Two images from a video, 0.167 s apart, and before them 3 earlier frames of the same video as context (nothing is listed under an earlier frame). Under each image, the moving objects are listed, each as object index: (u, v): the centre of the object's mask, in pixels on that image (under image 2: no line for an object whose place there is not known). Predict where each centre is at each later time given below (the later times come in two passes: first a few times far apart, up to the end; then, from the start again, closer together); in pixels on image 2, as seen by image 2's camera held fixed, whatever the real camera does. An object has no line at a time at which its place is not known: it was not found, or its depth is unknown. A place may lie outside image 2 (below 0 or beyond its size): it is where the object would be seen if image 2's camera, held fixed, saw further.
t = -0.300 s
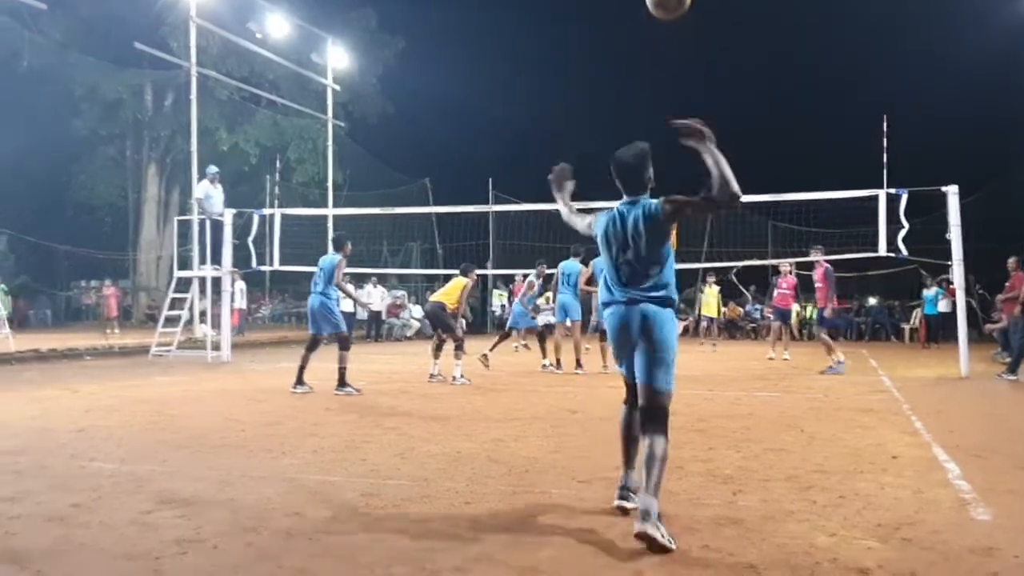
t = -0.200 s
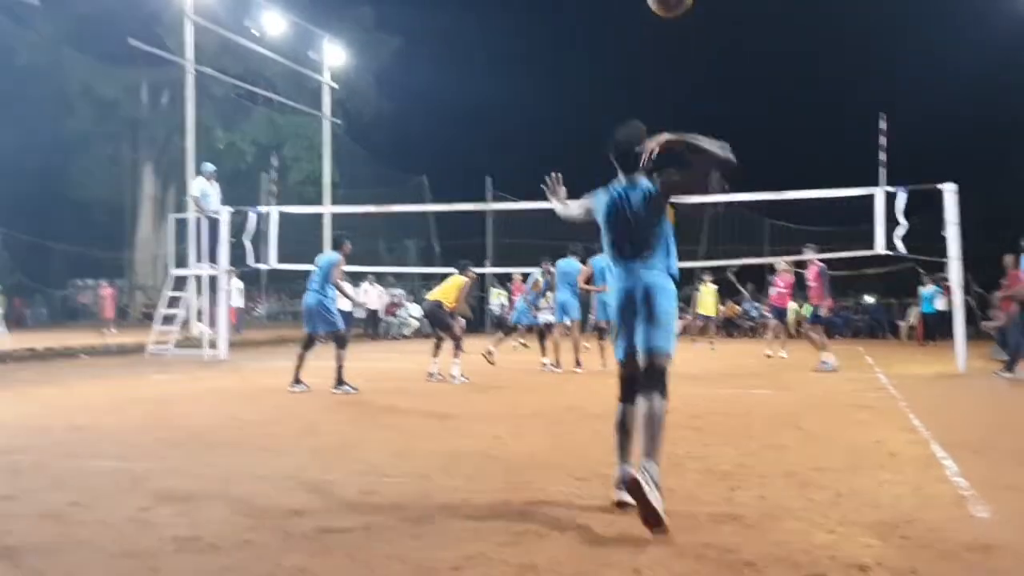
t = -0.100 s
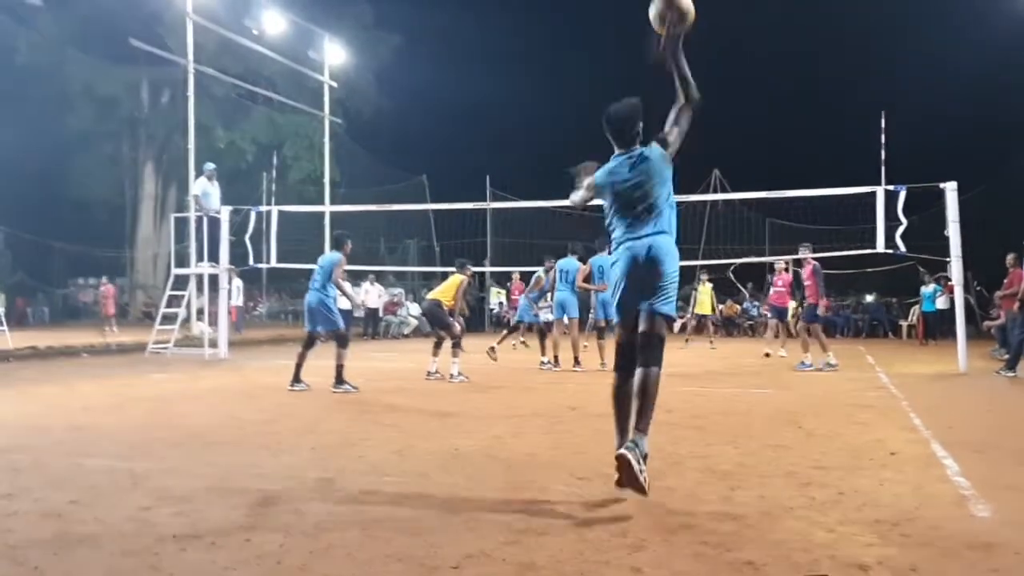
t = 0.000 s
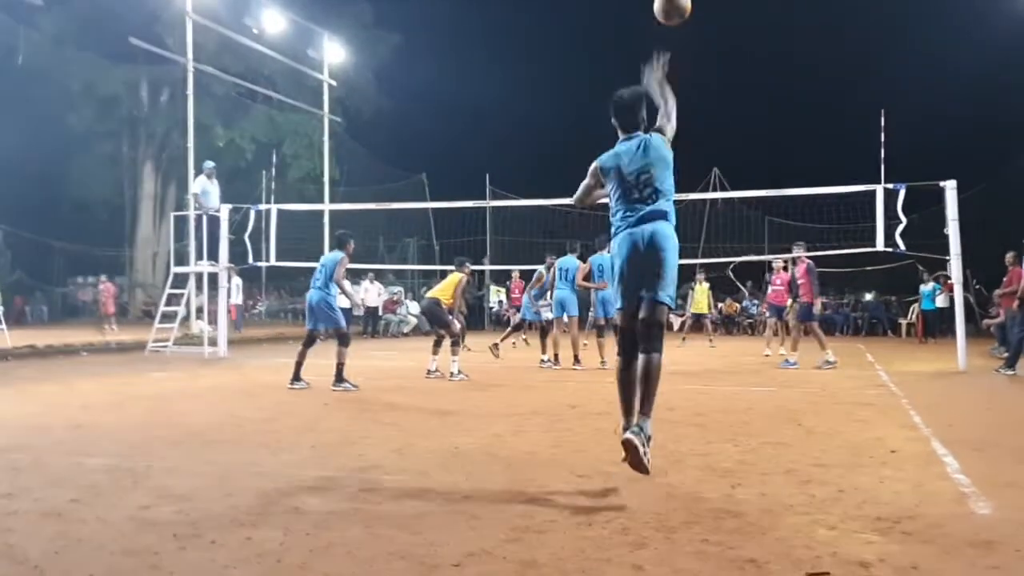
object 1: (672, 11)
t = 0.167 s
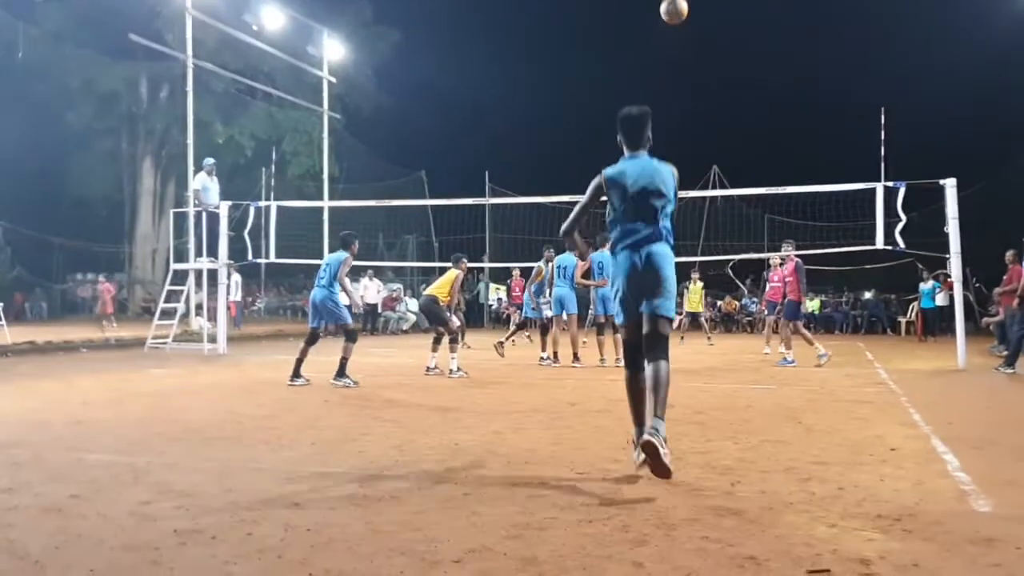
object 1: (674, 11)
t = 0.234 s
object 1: (675, 20)
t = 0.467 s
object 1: (673, 79)
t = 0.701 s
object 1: (672, 155)
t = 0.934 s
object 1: (667, 239)
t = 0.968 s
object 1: (667, 250)
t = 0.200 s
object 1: (674, 14)
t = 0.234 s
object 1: (675, 20)
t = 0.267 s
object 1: (675, 26)
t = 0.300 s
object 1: (675, 34)
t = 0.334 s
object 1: (675, 42)
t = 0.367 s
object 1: (674, 51)
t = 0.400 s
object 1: (674, 59)
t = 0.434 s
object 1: (674, 69)
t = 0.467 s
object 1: (673, 79)
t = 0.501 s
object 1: (673, 89)
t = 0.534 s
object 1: (673, 100)
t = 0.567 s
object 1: (673, 111)
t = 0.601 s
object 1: (673, 122)
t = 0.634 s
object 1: (672, 133)
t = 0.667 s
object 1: (672, 143)
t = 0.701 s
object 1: (672, 155)
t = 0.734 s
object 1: (671, 166)
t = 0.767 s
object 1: (671, 178)
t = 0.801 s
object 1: (670, 187)
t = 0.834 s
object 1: (669, 204)
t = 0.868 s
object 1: (668, 214)
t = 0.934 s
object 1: (667, 239)
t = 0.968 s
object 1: (667, 250)
